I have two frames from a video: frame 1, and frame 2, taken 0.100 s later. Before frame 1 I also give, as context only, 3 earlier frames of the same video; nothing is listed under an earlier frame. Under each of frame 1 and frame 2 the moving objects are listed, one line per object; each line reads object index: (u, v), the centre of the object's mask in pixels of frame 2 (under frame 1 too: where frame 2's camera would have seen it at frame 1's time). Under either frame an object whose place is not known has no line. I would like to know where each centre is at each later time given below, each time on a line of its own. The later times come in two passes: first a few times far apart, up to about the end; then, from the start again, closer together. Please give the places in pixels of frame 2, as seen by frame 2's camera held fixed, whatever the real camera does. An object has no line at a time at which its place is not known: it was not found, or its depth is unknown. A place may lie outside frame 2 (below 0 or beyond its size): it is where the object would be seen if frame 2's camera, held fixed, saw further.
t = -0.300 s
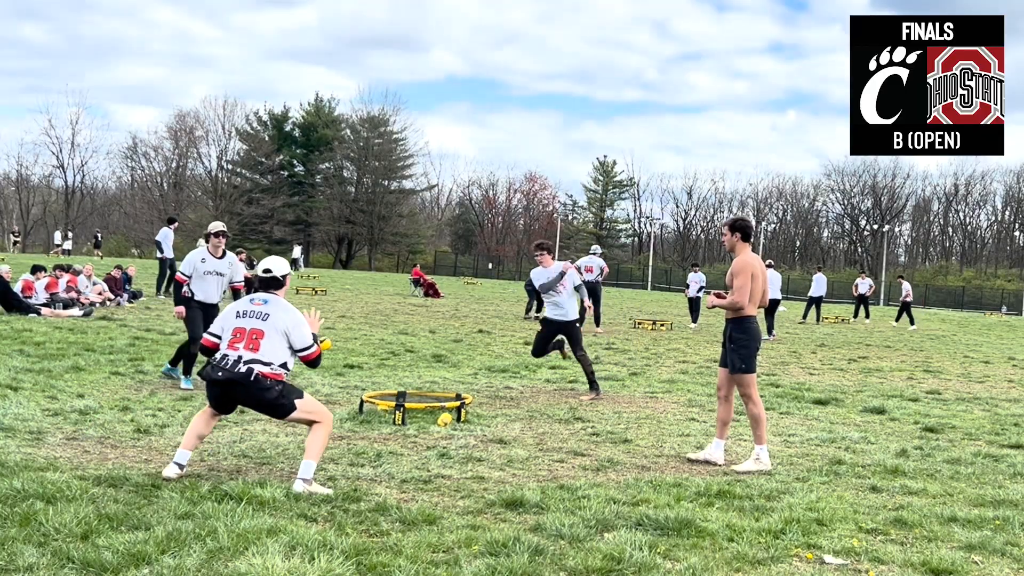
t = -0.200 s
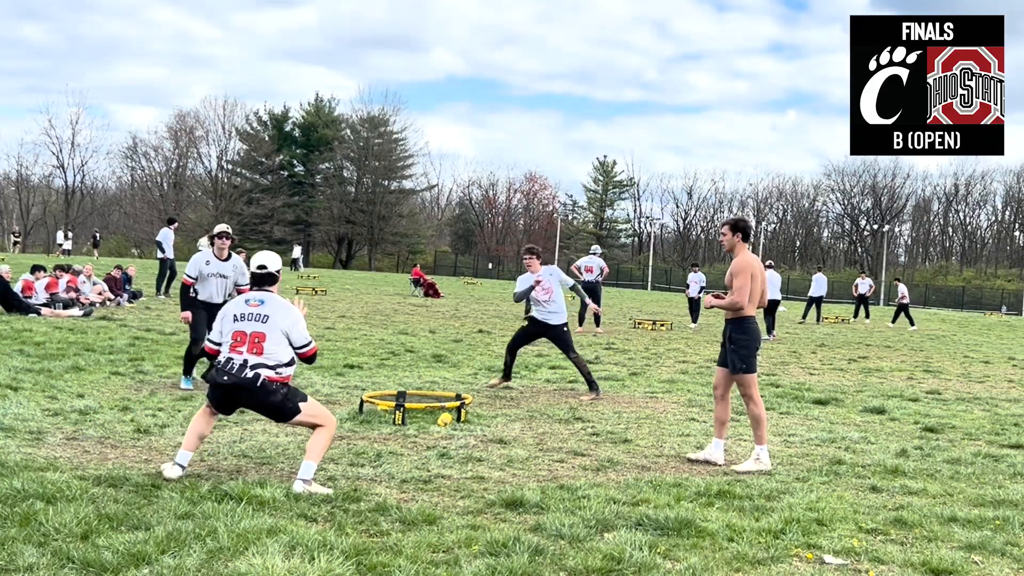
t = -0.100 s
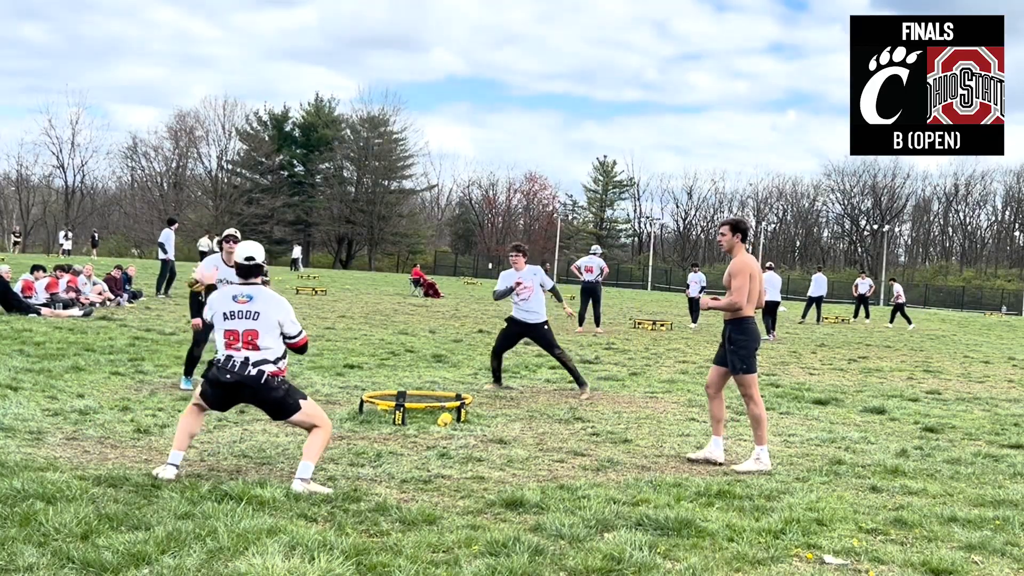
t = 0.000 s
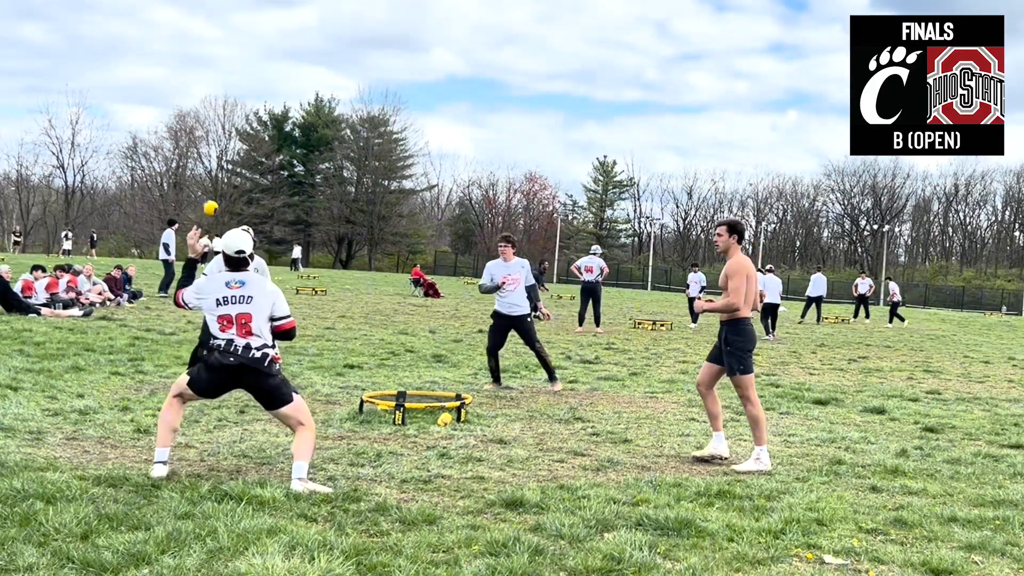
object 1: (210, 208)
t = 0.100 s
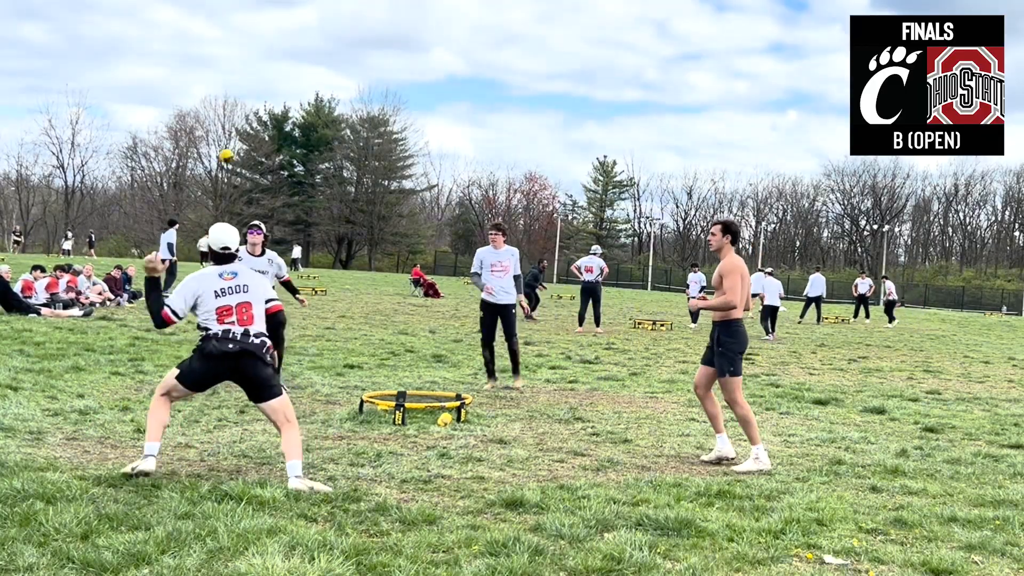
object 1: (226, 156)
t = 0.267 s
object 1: (246, 110)
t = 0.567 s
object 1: (267, 123)
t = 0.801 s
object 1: (277, 194)
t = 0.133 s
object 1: (231, 143)
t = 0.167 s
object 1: (235, 132)
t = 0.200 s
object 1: (238, 123)
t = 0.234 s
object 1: (242, 116)
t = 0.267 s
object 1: (246, 110)
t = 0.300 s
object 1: (249, 106)
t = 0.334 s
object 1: (253, 104)
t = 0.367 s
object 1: (255, 103)
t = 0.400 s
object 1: (258, 104)
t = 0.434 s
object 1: (260, 105)
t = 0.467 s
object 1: (262, 108)
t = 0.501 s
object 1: (264, 112)
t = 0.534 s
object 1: (266, 117)
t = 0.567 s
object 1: (267, 123)
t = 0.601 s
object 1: (269, 130)
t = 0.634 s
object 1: (271, 139)
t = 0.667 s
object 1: (272, 147)
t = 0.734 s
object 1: (275, 169)
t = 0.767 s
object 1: (277, 181)
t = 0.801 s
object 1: (277, 194)
